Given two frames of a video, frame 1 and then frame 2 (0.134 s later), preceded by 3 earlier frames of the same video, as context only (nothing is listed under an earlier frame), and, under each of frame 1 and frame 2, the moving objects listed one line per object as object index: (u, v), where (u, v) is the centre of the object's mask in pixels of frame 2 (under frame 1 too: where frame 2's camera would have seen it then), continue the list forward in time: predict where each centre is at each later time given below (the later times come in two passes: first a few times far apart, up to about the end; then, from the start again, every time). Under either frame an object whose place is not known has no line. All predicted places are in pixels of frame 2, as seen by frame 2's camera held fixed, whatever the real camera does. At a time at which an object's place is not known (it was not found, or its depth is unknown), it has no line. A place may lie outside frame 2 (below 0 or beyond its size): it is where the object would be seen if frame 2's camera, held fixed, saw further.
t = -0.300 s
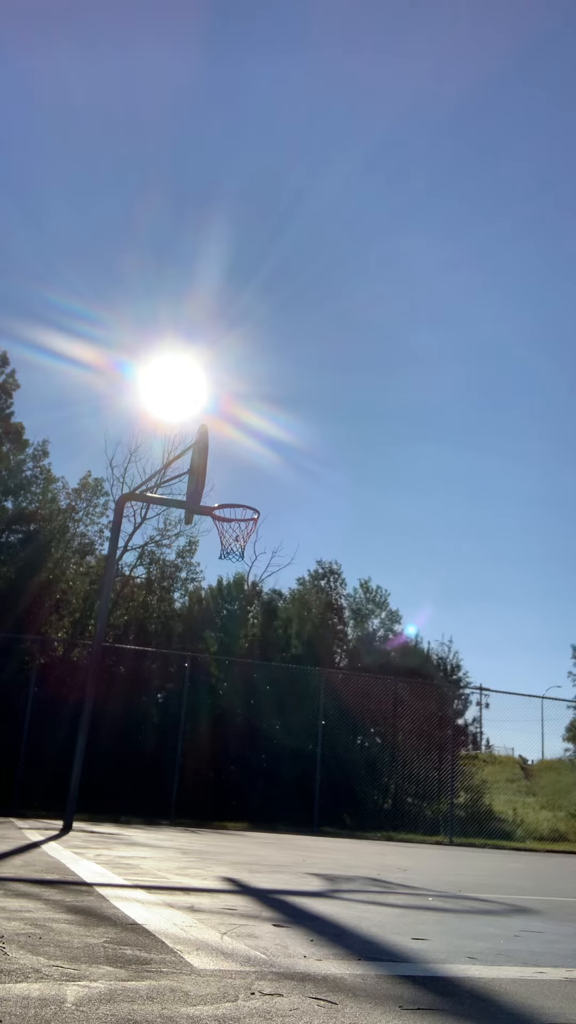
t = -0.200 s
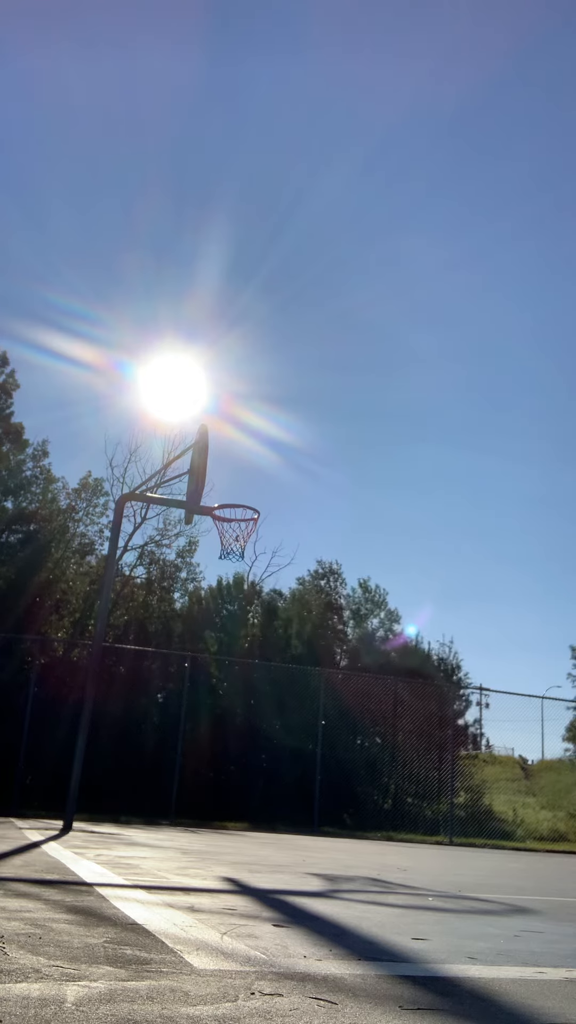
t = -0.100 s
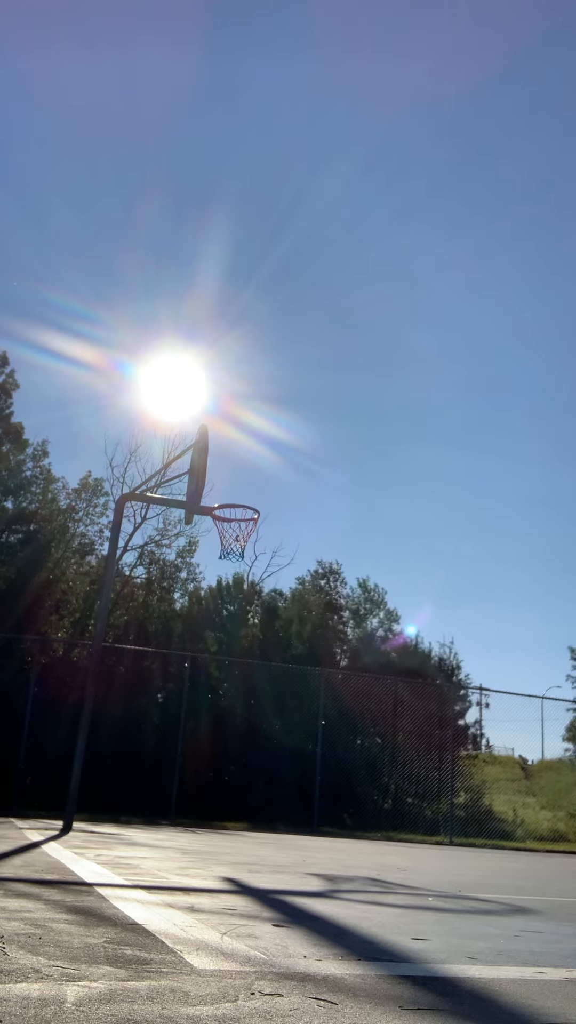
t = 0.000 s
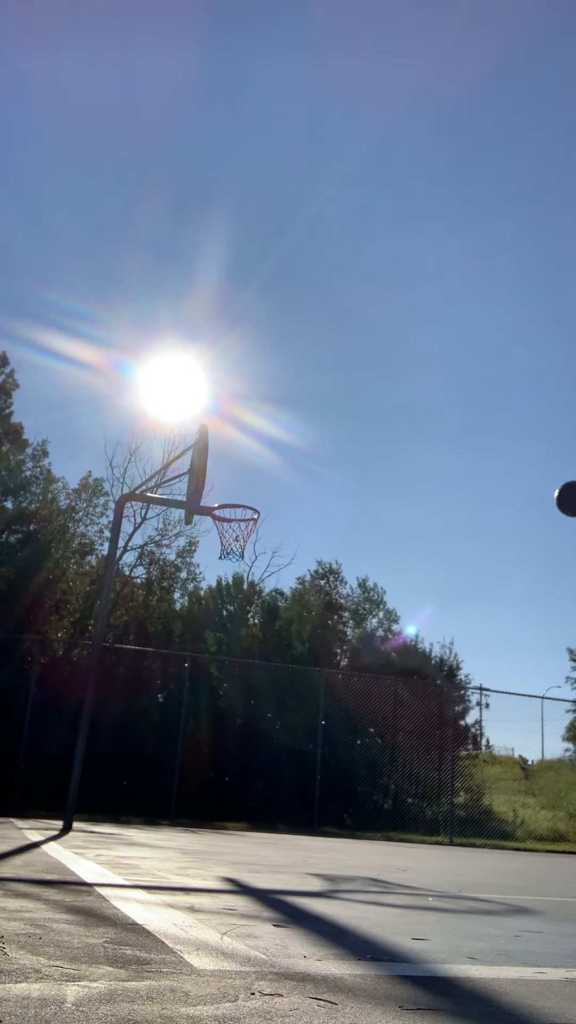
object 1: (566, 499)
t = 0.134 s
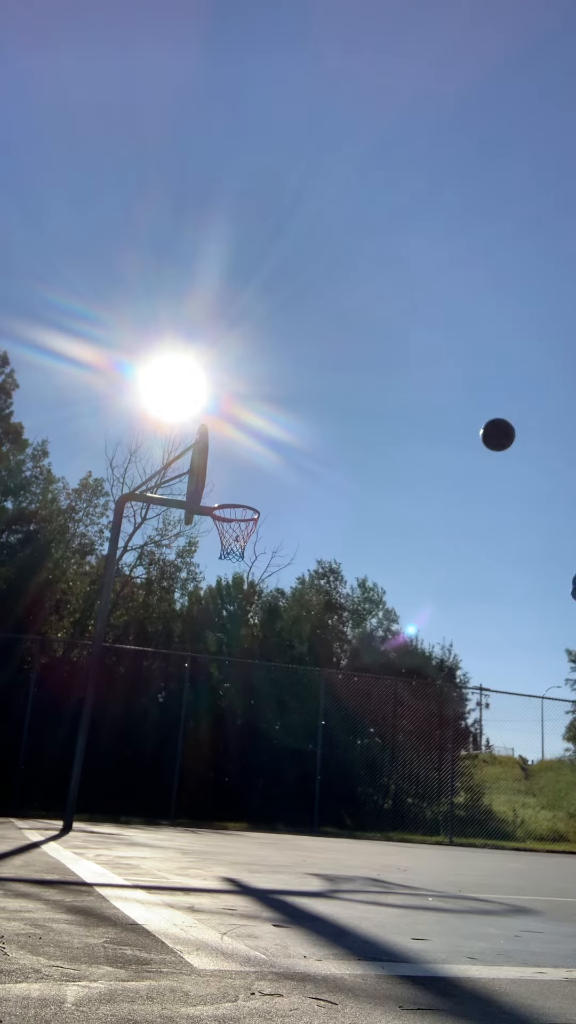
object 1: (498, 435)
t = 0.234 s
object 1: (449, 408)
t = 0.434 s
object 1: (367, 396)
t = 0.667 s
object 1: (286, 432)
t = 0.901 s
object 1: (217, 503)
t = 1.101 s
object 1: (211, 468)
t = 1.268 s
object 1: (197, 466)
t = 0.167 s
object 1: (481, 424)
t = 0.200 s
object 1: (465, 415)
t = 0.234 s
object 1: (449, 408)
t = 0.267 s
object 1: (435, 403)
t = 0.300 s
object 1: (420, 399)
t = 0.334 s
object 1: (406, 397)
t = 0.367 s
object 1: (393, 395)
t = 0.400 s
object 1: (379, 395)
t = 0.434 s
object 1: (367, 396)
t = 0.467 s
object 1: (354, 398)
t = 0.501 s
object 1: (342, 401)
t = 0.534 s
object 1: (330, 406)
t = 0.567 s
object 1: (319, 411)
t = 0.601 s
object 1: (308, 417)
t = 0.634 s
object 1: (296, 424)
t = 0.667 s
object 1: (286, 432)
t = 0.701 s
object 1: (275, 441)
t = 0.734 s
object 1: (264, 450)
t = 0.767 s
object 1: (254, 461)
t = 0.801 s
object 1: (244, 472)
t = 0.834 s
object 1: (234, 484)
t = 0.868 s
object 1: (223, 497)
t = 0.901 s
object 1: (217, 503)
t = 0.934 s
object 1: (216, 494)
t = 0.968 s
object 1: (214, 486)
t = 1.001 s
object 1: (213, 480)
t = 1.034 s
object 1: (213, 475)
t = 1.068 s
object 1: (212, 471)
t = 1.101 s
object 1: (211, 468)
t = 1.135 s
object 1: (210, 466)
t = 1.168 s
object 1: (209, 465)
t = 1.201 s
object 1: (208, 464)
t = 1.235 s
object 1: (207, 465)
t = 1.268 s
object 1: (197, 466)
